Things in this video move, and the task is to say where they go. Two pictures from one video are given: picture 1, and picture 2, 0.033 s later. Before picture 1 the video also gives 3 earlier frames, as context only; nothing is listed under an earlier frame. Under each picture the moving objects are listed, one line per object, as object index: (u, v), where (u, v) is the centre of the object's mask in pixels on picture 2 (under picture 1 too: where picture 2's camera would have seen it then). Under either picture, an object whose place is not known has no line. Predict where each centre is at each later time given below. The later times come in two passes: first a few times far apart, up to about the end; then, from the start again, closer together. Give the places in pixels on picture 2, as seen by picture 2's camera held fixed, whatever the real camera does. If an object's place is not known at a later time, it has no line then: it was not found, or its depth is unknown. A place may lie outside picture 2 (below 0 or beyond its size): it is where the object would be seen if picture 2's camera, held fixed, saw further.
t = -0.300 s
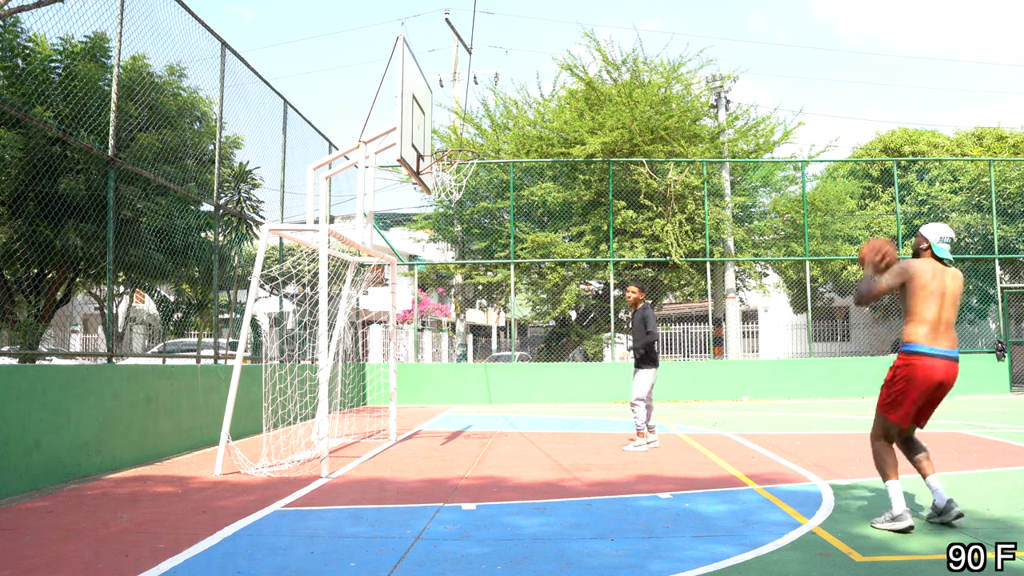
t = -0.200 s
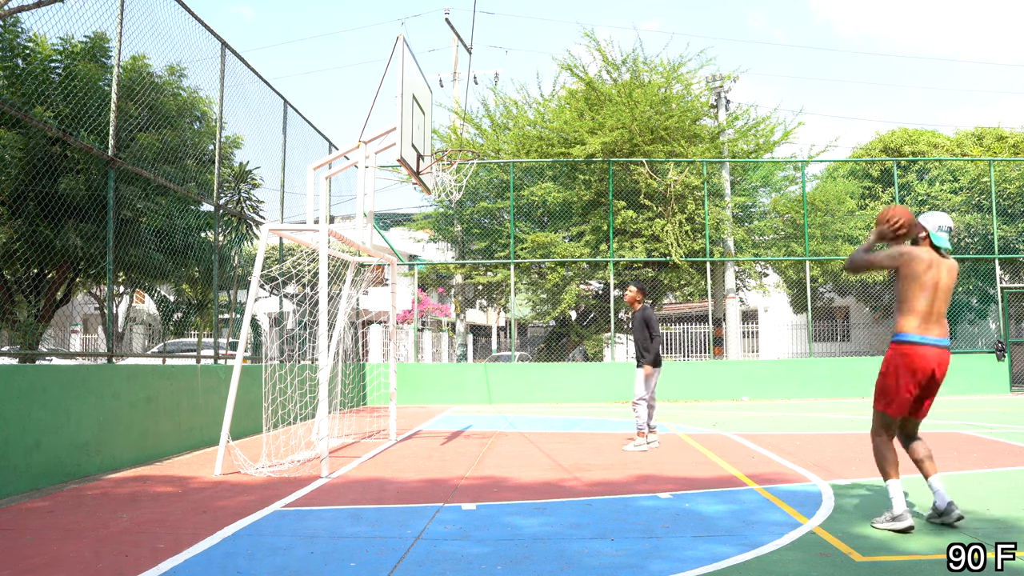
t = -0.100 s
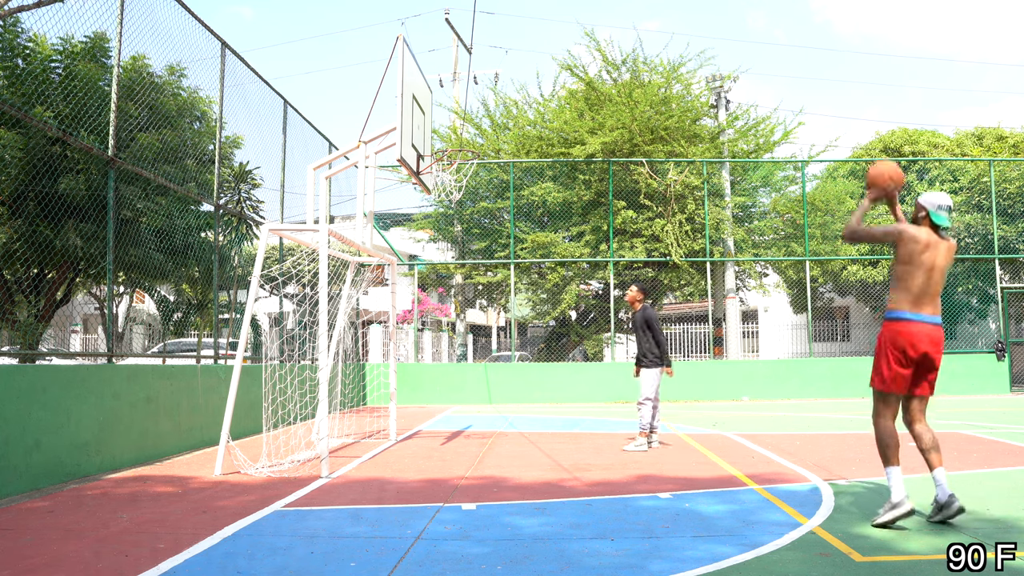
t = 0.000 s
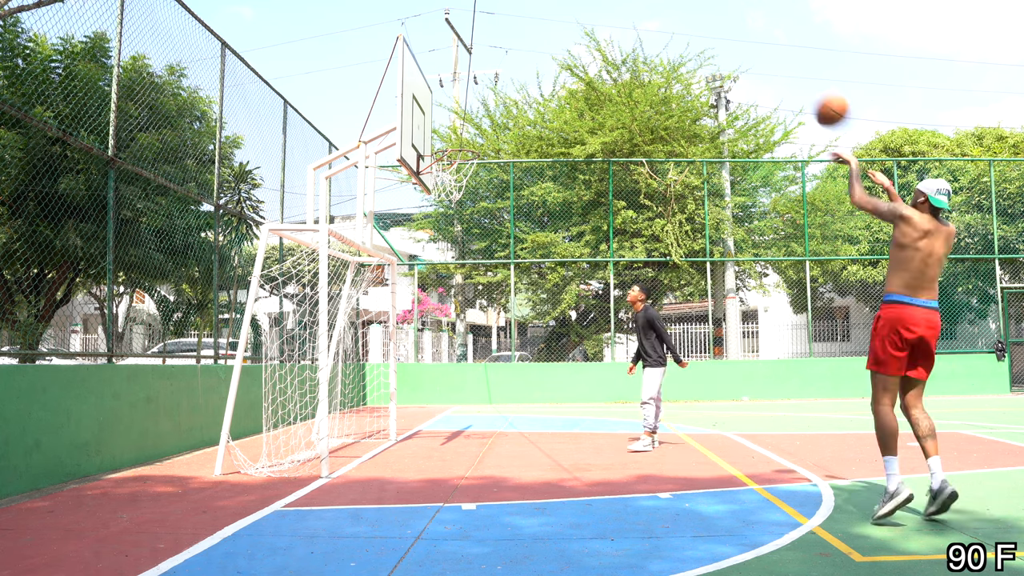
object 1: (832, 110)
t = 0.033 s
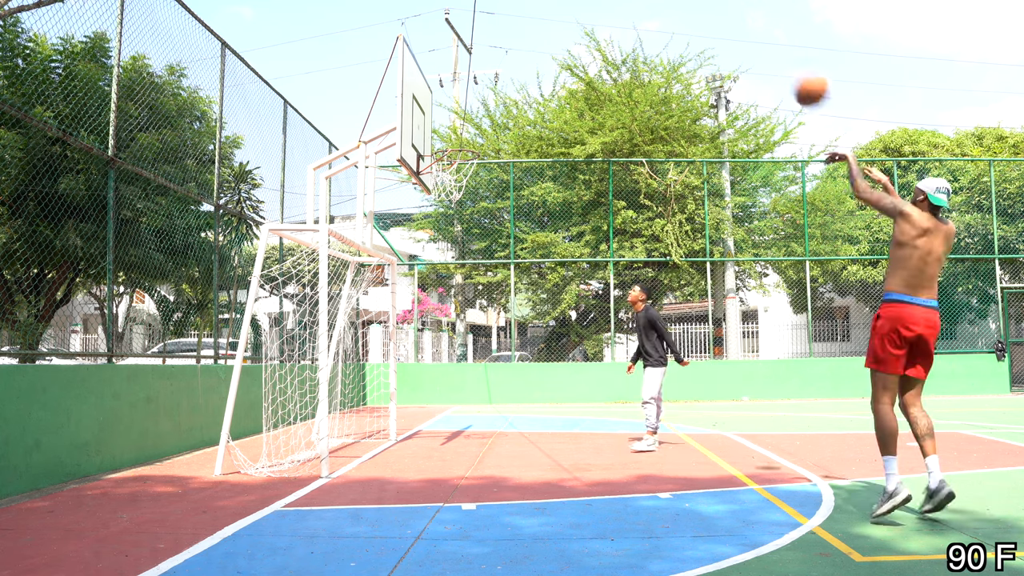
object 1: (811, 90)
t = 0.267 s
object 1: (687, 9)
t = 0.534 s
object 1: (584, 6)
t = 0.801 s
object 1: (501, 63)
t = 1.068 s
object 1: (459, 143)
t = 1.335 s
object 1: (512, 110)
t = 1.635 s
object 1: (576, 153)
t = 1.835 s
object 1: (627, 245)
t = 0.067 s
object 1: (791, 73)
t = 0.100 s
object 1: (772, 57)
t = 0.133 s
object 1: (753, 43)
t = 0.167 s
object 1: (736, 31)
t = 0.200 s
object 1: (719, 21)
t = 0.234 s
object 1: (703, 13)
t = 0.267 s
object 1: (687, 9)
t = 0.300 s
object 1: (673, 7)
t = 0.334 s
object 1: (658, 5)
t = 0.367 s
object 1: (644, 4)
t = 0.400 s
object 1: (631, 3)
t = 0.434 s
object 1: (619, 3)
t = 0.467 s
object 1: (606, 3)
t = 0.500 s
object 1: (595, 4)
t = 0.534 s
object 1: (584, 6)
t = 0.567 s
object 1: (573, 8)
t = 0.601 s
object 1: (561, 10)
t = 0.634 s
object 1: (551, 16)
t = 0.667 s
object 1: (540, 24)
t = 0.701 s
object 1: (530, 33)
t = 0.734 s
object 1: (521, 42)
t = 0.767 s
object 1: (511, 52)
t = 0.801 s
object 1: (501, 63)
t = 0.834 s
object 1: (492, 75)
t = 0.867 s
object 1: (484, 88)
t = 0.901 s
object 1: (475, 101)
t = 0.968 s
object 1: (458, 129)
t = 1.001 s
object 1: (451, 144)
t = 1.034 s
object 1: (450, 150)
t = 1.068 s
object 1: (459, 143)
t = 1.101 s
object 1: (469, 140)
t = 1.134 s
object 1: (474, 133)
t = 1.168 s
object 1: (480, 127)
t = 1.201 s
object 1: (486, 122)
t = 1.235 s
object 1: (492, 118)
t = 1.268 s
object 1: (499, 114)
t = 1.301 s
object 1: (505, 111)
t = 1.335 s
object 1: (512, 110)
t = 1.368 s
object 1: (518, 111)
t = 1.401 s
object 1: (524, 111)
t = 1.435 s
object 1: (531, 114)
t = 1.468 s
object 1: (539, 117)
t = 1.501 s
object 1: (546, 121)
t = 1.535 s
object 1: (553, 127)
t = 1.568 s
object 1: (561, 135)
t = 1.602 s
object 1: (569, 143)
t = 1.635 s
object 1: (576, 153)
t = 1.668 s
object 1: (584, 164)
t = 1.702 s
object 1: (592, 177)
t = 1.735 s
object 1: (601, 192)
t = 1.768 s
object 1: (609, 208)
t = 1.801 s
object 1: (619, 226)
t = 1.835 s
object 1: (627, 245)
